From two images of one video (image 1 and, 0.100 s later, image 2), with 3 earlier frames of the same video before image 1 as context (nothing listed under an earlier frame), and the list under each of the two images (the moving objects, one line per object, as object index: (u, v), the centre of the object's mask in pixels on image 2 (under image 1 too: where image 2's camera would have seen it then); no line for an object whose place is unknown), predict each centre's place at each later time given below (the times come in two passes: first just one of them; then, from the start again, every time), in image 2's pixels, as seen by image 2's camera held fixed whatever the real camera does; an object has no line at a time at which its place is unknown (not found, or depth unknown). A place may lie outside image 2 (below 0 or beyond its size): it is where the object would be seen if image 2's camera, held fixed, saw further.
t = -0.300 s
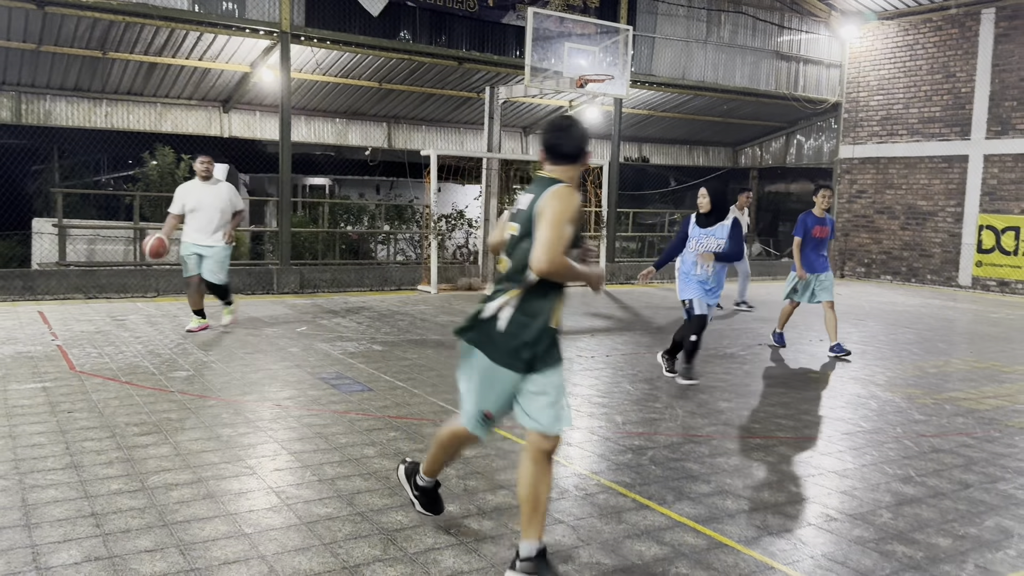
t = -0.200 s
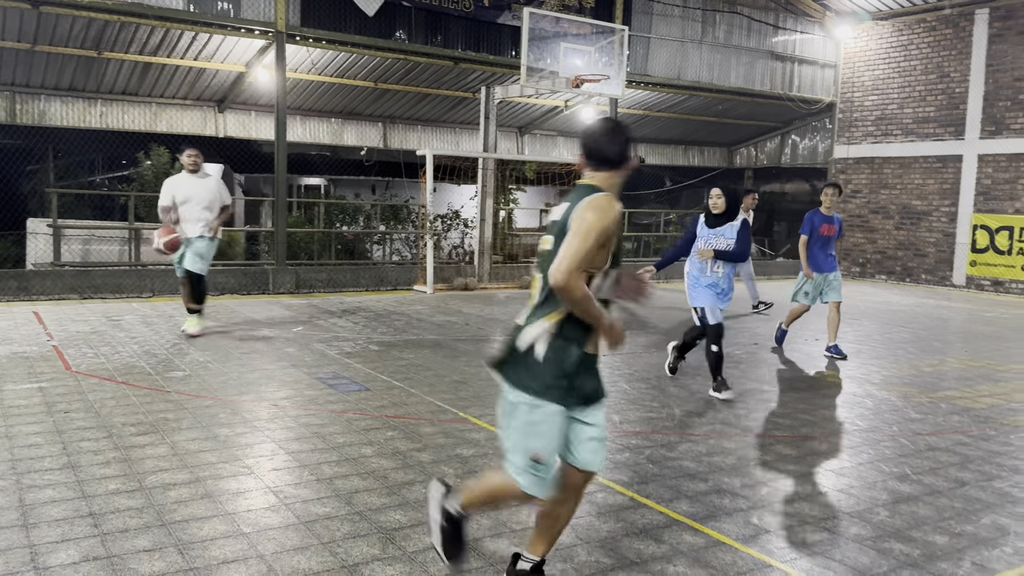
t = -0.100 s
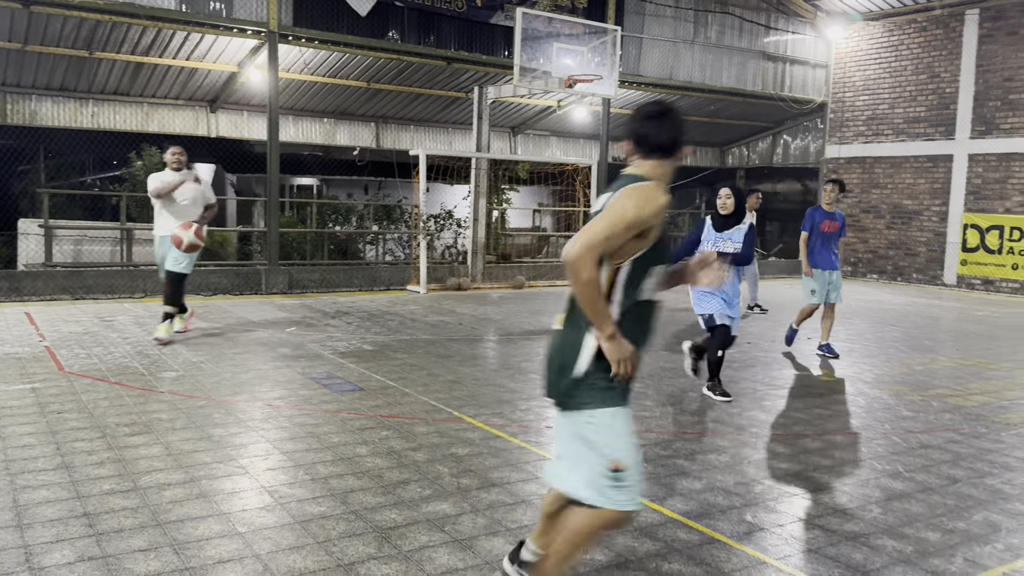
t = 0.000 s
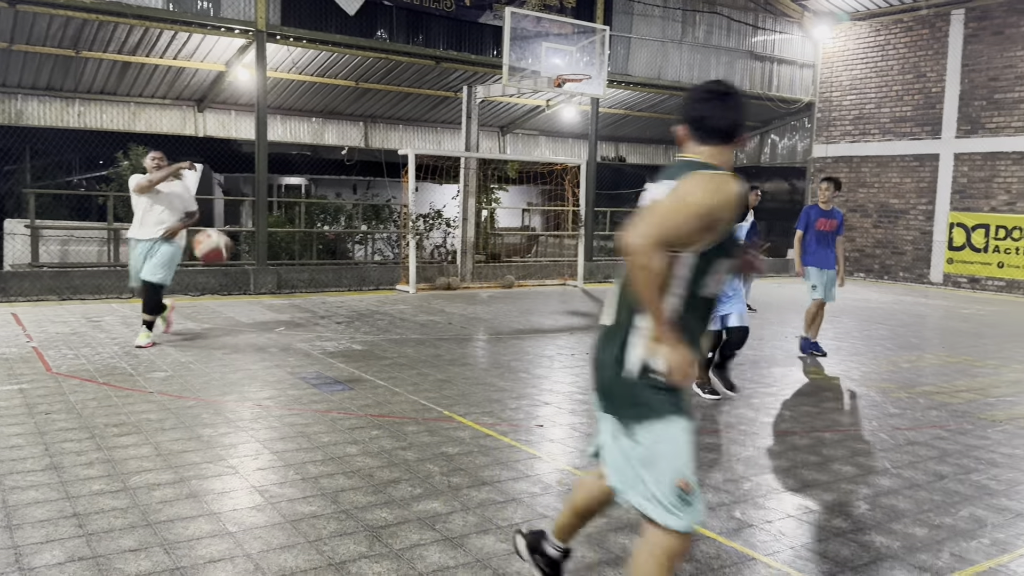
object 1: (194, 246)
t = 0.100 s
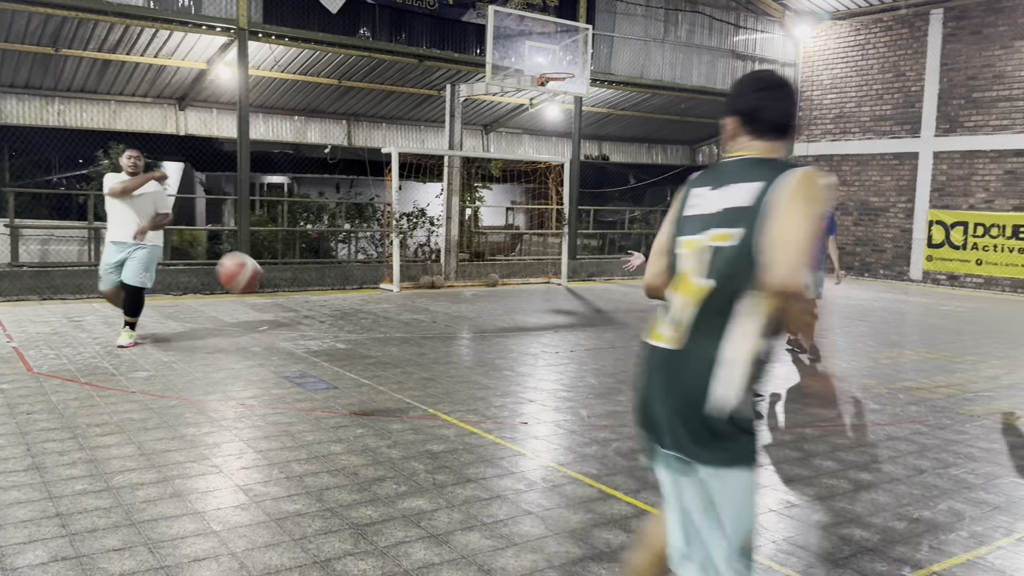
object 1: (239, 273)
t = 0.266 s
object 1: (343, 383)
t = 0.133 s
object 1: (256, 288)
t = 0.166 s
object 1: (276, 306)
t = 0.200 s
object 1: (296, 326)
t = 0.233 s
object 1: (319, 352)
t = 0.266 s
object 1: (343, 383)
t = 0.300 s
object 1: (370, 421)
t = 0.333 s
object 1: (400, 464)
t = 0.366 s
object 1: (432, 513)
